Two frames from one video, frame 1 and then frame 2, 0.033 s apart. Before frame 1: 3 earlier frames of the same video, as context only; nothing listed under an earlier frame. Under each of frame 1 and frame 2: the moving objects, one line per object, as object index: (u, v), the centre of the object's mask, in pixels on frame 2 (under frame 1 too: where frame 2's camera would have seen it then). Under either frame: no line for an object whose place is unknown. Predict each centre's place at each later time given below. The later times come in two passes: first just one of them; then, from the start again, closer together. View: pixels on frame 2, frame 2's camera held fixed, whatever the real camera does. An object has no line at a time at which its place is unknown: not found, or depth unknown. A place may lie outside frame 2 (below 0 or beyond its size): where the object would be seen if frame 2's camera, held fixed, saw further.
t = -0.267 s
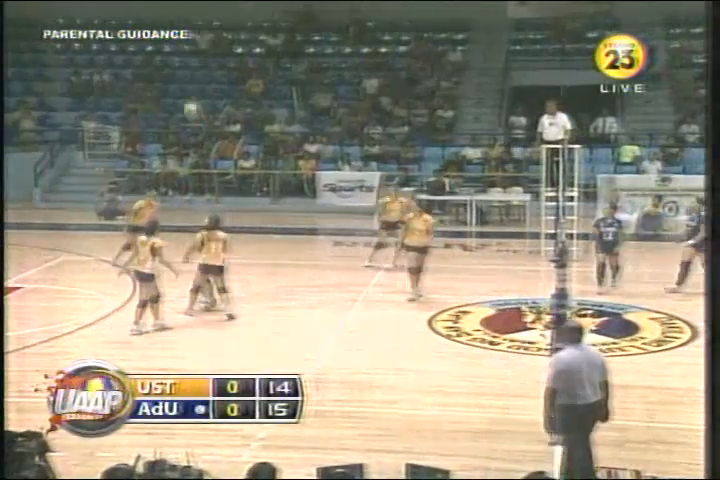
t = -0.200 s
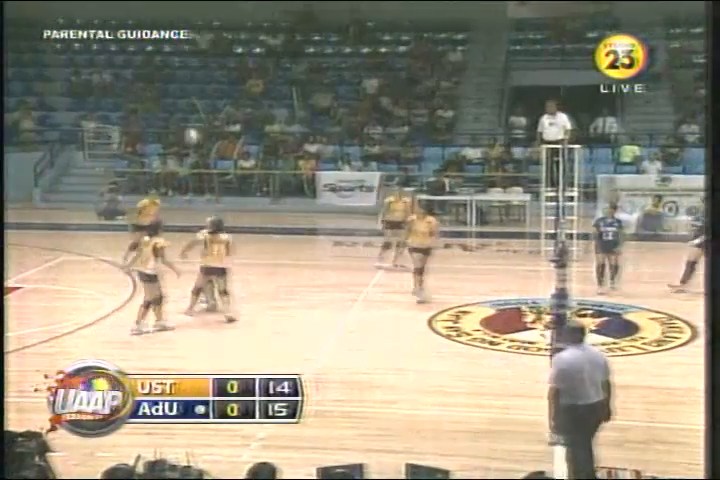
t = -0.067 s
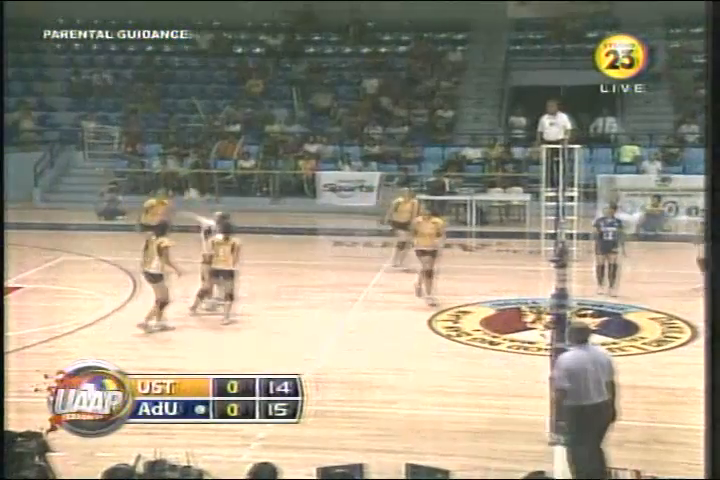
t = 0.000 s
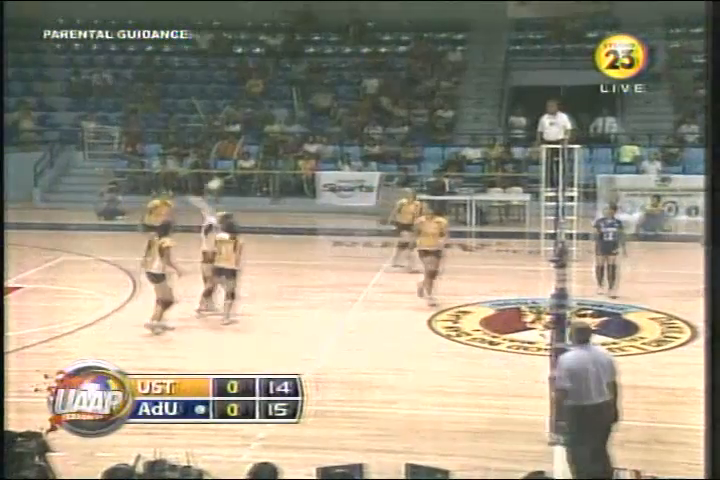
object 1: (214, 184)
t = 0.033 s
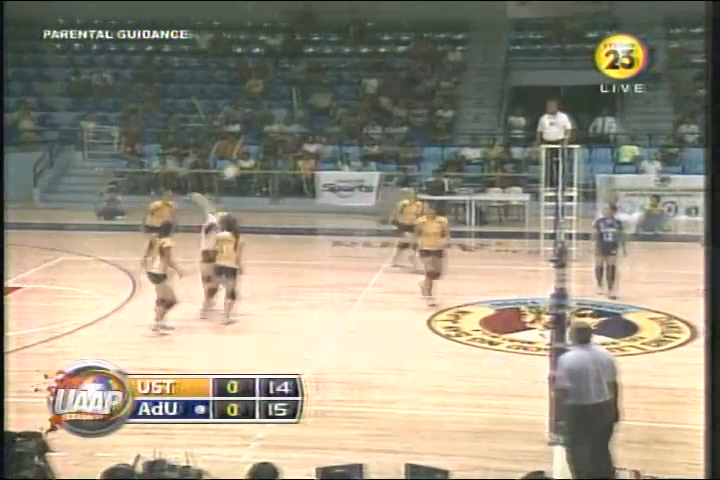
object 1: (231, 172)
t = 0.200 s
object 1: (309, 114)
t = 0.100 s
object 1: (261, 147)
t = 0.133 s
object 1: (277, 134)
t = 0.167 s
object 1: (293, 123)
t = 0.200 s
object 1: (309, 114)
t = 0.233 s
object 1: (326, 104)
